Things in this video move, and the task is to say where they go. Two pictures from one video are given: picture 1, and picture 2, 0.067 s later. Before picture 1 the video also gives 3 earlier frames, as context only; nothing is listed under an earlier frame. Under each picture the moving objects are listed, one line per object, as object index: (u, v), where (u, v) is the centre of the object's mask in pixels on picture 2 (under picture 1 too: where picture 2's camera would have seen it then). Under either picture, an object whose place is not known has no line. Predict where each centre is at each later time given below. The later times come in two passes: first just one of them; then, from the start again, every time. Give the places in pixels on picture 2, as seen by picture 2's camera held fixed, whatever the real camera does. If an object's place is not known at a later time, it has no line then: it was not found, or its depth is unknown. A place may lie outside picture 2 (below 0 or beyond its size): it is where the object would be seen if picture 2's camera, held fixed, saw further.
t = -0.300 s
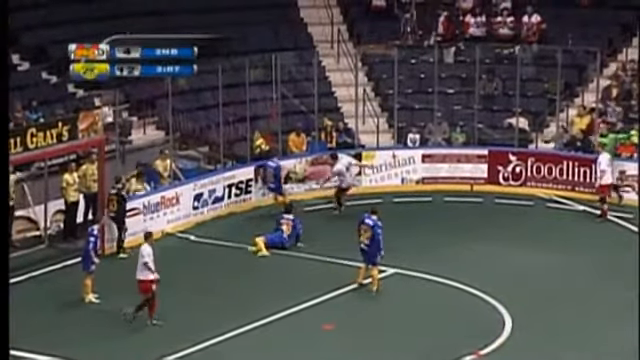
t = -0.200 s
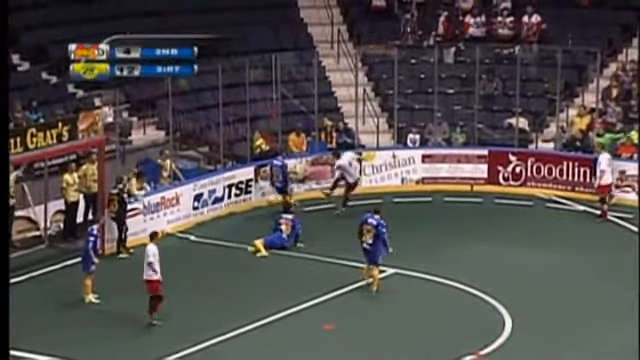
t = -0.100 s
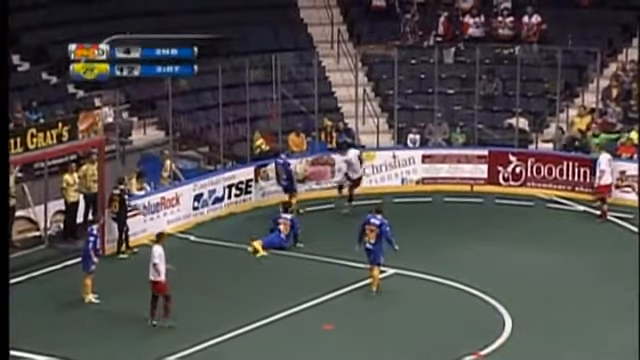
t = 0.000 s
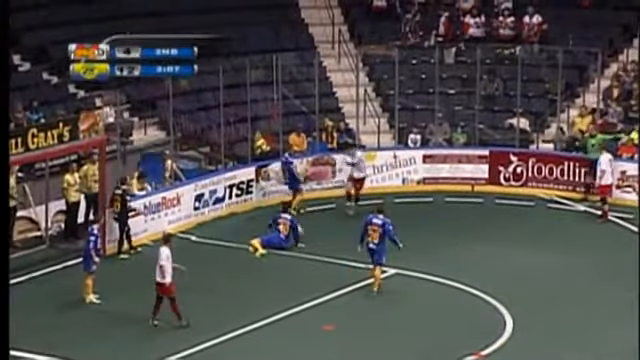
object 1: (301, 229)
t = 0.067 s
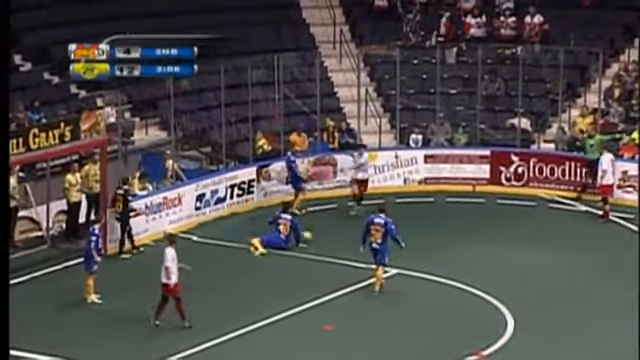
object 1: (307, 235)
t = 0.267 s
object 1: (327, 259)
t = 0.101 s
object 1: (310, 238)
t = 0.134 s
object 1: (313, 240)
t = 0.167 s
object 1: (317, 244)
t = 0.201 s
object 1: (320, 248)
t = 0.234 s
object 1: (324, 253)
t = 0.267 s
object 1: (327, 259)
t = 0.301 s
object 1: (330, 264)
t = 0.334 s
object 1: (333, 268)
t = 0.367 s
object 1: (336, 269)
